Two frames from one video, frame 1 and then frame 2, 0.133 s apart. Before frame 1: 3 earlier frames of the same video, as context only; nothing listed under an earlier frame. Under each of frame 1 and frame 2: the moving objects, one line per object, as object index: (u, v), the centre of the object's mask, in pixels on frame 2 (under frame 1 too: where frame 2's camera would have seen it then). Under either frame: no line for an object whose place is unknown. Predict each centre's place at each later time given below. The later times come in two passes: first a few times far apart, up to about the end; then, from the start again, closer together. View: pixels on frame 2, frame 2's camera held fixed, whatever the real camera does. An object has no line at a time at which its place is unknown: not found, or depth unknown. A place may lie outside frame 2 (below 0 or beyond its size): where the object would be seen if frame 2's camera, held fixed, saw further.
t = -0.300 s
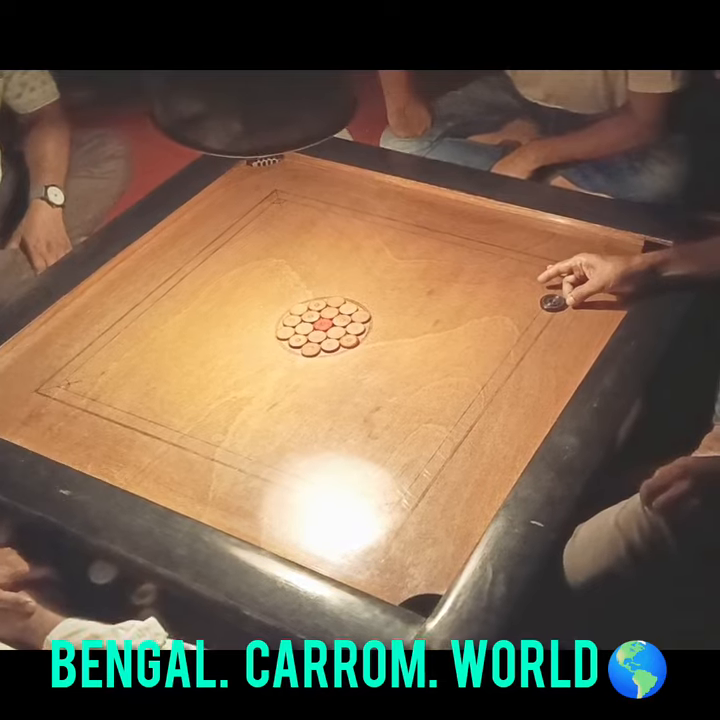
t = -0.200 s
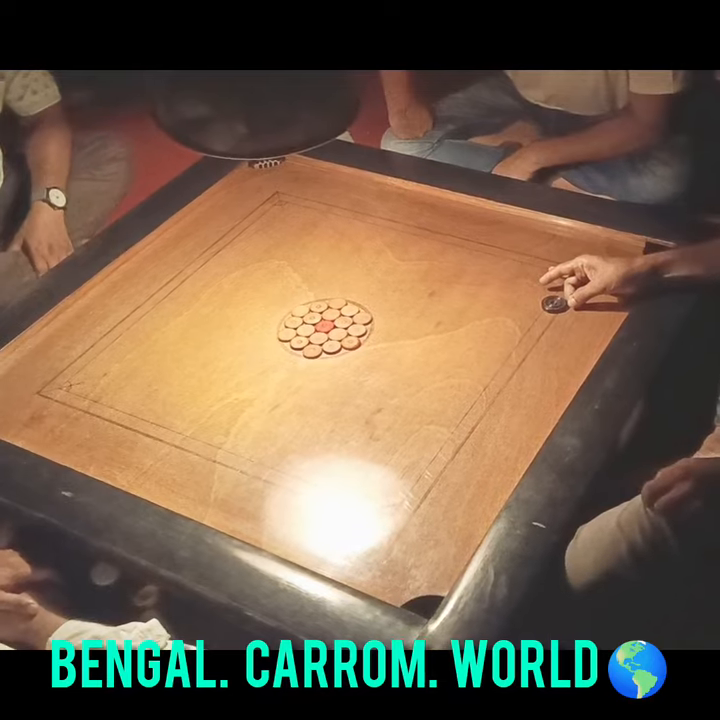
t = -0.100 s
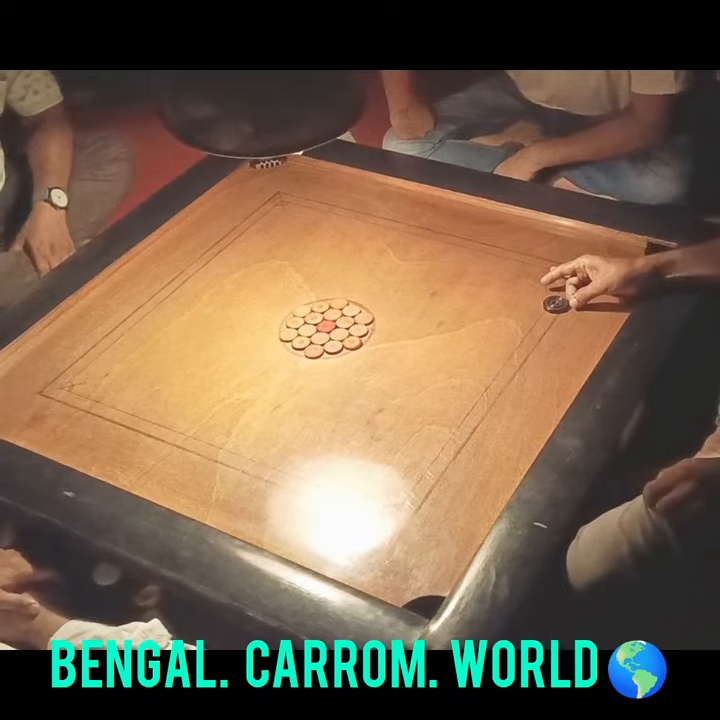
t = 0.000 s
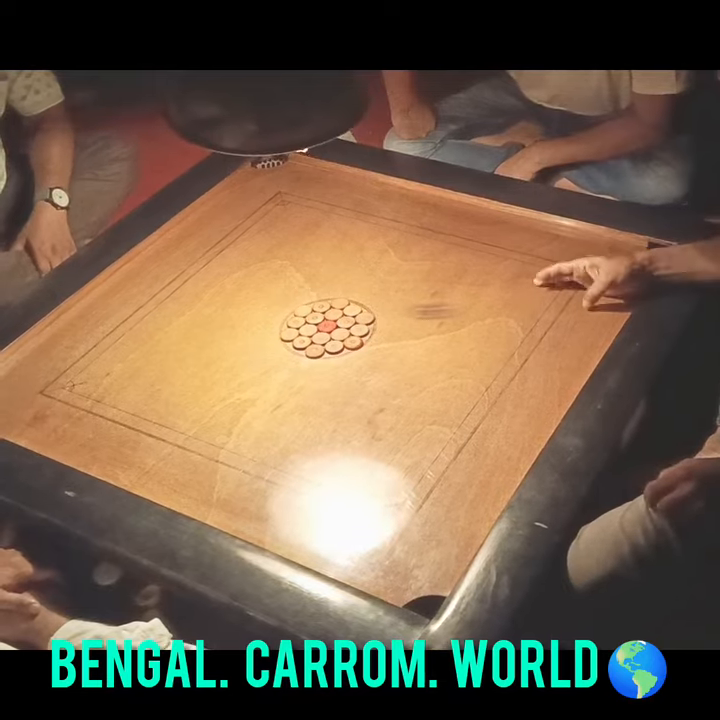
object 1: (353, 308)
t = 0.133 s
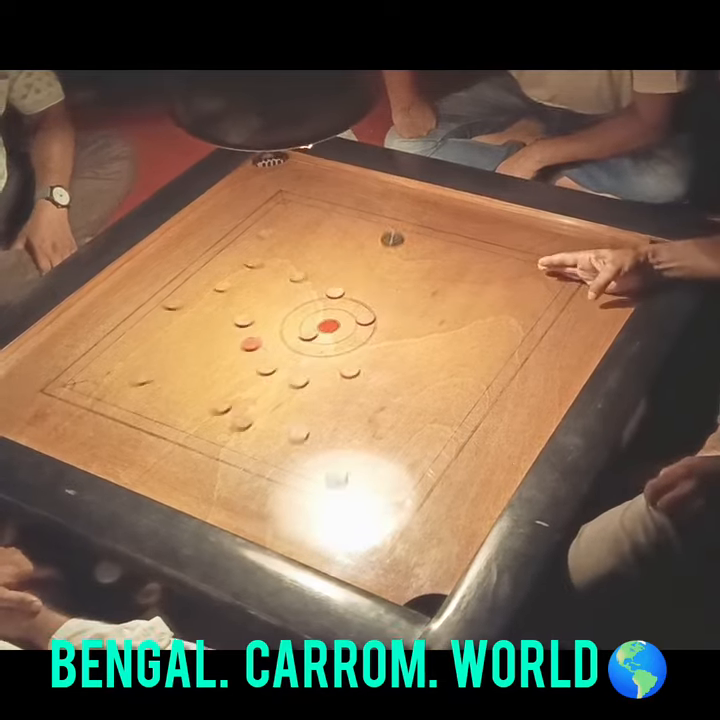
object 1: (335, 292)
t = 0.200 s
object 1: (327, 284)
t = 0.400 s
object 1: (316, 267)
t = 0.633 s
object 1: (319, 261)
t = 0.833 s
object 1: (319, 262)
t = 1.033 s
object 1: (319, 262)
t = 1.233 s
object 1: (318, 262)
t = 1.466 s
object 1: (318, 262)
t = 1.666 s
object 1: (318, 262)
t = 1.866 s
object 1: (318, 262)
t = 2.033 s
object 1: (318, 261)
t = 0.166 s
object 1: (330, 288)
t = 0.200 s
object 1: (327, 284)
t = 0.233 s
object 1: (324, 281)
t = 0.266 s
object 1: (322, 277)
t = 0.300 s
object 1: (320, 275)
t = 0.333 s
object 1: (319, 272)
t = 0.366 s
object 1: (317, 269)
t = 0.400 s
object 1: (316, 267)
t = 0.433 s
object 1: (316, 265)
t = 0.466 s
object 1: (316, 263)
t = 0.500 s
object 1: (317, 262)
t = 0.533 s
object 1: (318, 262)
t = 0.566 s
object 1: (319, 262)
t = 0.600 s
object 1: (319, 262)
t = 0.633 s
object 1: (319, 261)
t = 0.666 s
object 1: (319, 262)
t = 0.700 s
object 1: (319, 262)
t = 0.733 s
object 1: (319, 262)
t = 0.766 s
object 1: (319, 262)
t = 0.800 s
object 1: (319, 262)
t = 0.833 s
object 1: (319, 262)
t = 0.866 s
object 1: (319, 262)
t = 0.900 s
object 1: (319, 262)
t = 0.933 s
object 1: (319, 262)
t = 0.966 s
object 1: (319, 262)
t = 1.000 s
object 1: (319, 262)
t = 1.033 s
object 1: (319, 262)
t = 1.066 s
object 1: (319, 262)
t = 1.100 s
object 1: (319, 262)
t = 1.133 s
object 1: (319, 262)
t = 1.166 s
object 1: (319, 262)
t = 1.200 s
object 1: (319, 262)
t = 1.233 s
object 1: (318, 262)
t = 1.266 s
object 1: (319, 262)
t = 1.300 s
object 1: (319, 262)
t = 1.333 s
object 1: (319, 262)
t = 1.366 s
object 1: (319, 262)
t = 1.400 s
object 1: (318, 262)
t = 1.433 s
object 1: (319, 261)
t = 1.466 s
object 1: (318, 262)
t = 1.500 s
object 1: (318, 261)
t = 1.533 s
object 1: (319, 261)
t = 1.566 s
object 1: (318, 261)
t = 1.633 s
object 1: (318, 261)
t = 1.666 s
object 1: (318, 262)
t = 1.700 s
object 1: (318, 262)
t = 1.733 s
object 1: (318, 262)
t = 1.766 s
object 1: (318, 262)
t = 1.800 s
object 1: (318, 261)
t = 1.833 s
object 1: (318, 261)
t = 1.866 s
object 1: (318, 262)
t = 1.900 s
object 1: (318, 261)
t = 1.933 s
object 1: (318, 261)
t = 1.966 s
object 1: (318, 261)
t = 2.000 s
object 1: (318, 261)
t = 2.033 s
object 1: (318, 261)
